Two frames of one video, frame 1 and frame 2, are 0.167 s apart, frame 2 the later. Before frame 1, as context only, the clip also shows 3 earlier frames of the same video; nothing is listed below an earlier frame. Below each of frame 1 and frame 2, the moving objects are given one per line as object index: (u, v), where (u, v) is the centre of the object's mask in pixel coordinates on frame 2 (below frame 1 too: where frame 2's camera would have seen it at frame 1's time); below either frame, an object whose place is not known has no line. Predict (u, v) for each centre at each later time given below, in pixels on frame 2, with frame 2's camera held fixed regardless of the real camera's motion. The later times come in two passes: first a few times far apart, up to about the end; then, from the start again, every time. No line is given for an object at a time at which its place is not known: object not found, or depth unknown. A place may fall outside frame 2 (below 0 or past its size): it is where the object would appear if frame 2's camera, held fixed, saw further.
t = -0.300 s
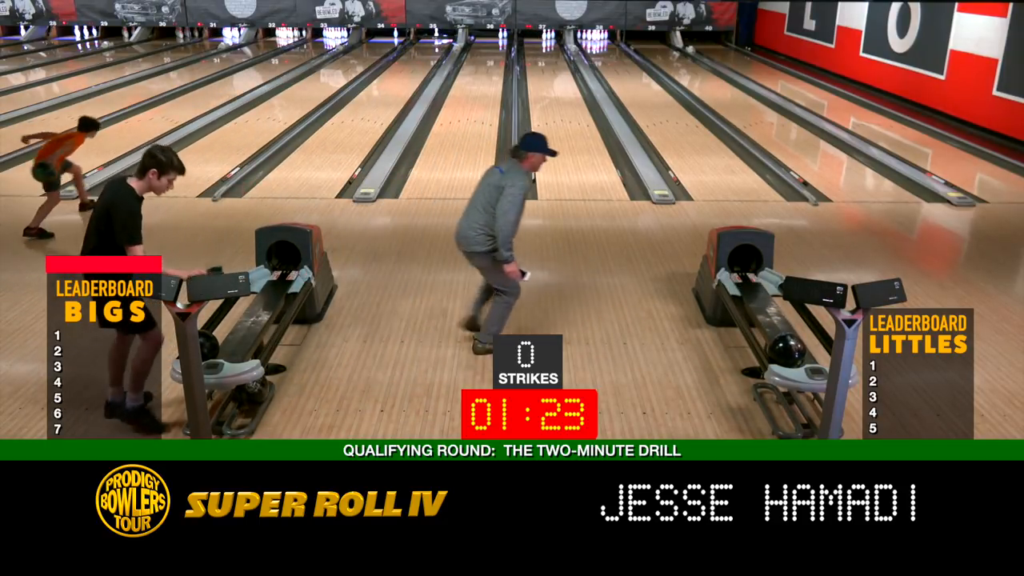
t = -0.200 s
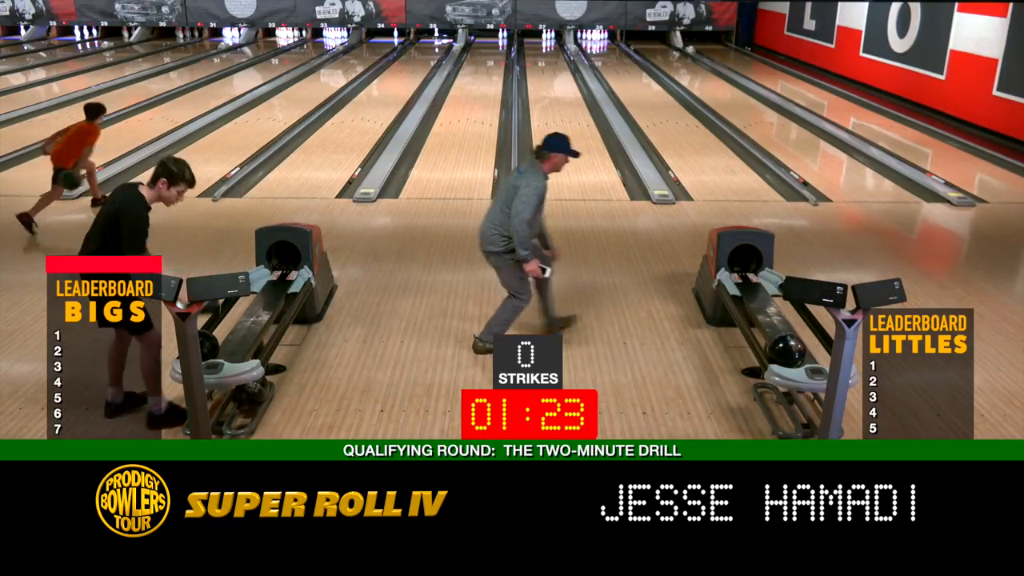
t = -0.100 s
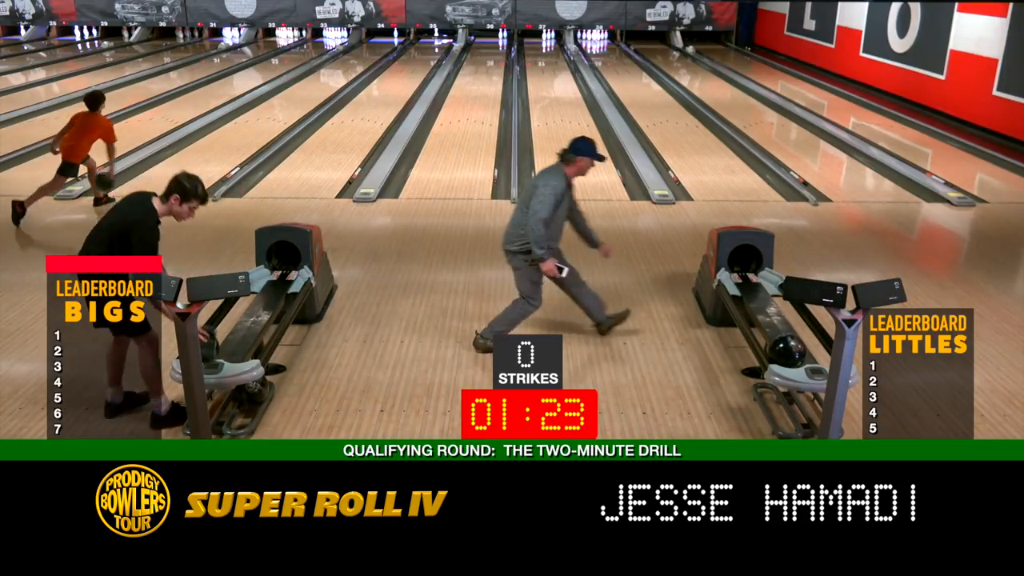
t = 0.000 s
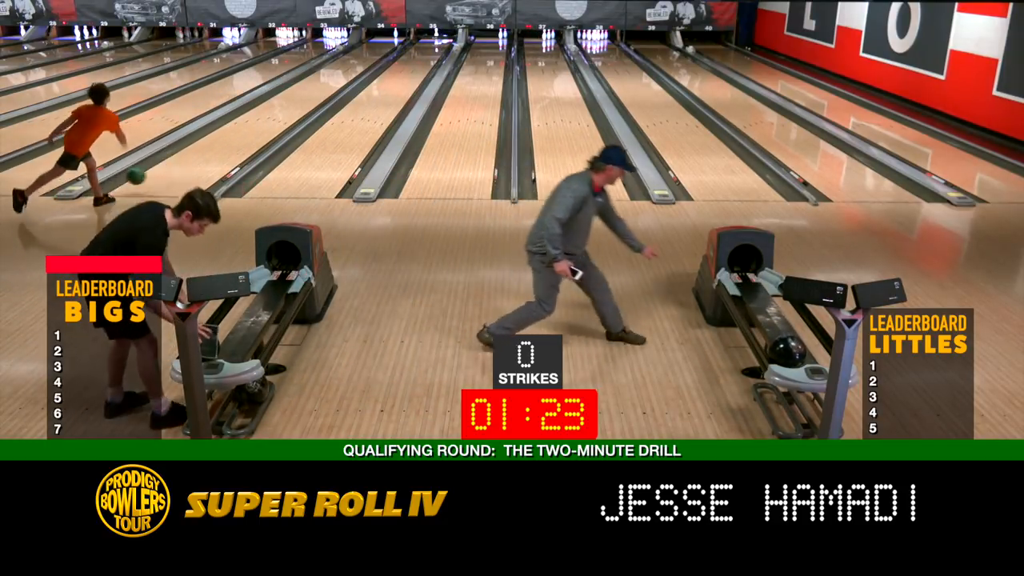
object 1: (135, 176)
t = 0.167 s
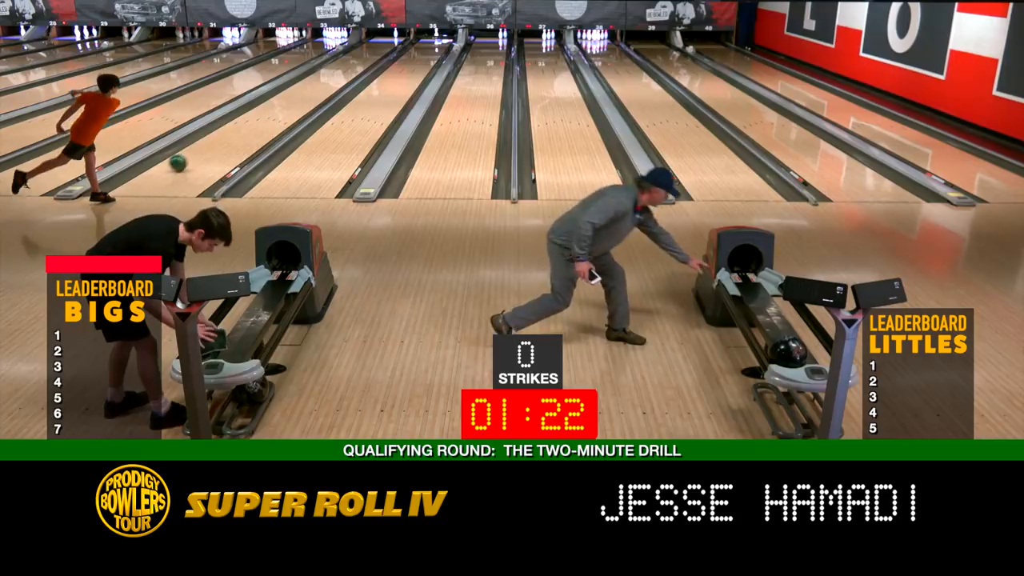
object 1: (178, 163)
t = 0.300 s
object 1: (205, 148)
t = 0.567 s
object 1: (249, 124)
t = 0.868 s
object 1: (286, 105)
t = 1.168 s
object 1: (315, 88)
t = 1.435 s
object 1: (336, 77)
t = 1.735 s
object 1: (354, 67)
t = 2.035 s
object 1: (368, 58)
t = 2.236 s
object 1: (375, 54)
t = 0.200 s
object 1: (185, 159)
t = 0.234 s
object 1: (192, 155)
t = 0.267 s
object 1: (199, 152)
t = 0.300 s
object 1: (205, 148)
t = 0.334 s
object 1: (211, 145)
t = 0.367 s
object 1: (217, 142)
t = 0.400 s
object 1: (223, 138)
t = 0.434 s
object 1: (228, 136)
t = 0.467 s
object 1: (234, 132)
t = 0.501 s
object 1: (239, 130)
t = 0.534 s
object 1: (244, 127)
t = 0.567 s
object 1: (249, 124)
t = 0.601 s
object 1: (254, 122)
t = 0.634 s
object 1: (258, 119)
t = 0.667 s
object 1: (263, 117)
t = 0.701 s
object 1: (267, 115)
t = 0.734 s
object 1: (271, 113)
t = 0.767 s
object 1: (275, 110)
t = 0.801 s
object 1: (279, 108)
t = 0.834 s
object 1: (283, 106)
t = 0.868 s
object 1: (286, 105)
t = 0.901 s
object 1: (290, 103)
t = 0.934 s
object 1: (294, 101)
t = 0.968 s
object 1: (297, 99)
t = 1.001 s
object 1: (300, 97)
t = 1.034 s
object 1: (303, 95)
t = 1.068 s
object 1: (307, 93)
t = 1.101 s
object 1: (310, 92)
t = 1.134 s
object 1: (312, 90)
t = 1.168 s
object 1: (315, 88)
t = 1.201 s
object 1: (318, 87)
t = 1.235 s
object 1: (321, 86)
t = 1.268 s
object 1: (323, 84)
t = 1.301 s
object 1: (326, 82)
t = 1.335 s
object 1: (328, 81)
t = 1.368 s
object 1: (331, 80)
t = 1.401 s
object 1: (333, 79)
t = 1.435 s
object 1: (336, 77)
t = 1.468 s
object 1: (338, 76)
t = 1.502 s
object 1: (340, 75)
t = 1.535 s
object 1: (343, 74)
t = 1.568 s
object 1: (345, 72)
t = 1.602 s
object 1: (346, 71)
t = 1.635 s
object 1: (348, 70)
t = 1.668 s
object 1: (350, 69)
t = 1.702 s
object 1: (352, 68)
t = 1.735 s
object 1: (354, 67)
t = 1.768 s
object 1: (356, 66)
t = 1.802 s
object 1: (357, 65)
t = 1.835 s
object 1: (359, 64)
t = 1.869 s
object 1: (361, 63)
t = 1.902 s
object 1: (362, 62)
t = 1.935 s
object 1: (363, 61)
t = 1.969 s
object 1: (365, 60)
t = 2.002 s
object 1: (366, 59)
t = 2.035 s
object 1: (368, 58)
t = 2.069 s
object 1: (369, 58)
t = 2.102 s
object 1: (371, 57)
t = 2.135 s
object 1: (372, 56)
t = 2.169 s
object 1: (373, 55)
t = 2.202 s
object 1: (374, 54)
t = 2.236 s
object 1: (375, 54)
